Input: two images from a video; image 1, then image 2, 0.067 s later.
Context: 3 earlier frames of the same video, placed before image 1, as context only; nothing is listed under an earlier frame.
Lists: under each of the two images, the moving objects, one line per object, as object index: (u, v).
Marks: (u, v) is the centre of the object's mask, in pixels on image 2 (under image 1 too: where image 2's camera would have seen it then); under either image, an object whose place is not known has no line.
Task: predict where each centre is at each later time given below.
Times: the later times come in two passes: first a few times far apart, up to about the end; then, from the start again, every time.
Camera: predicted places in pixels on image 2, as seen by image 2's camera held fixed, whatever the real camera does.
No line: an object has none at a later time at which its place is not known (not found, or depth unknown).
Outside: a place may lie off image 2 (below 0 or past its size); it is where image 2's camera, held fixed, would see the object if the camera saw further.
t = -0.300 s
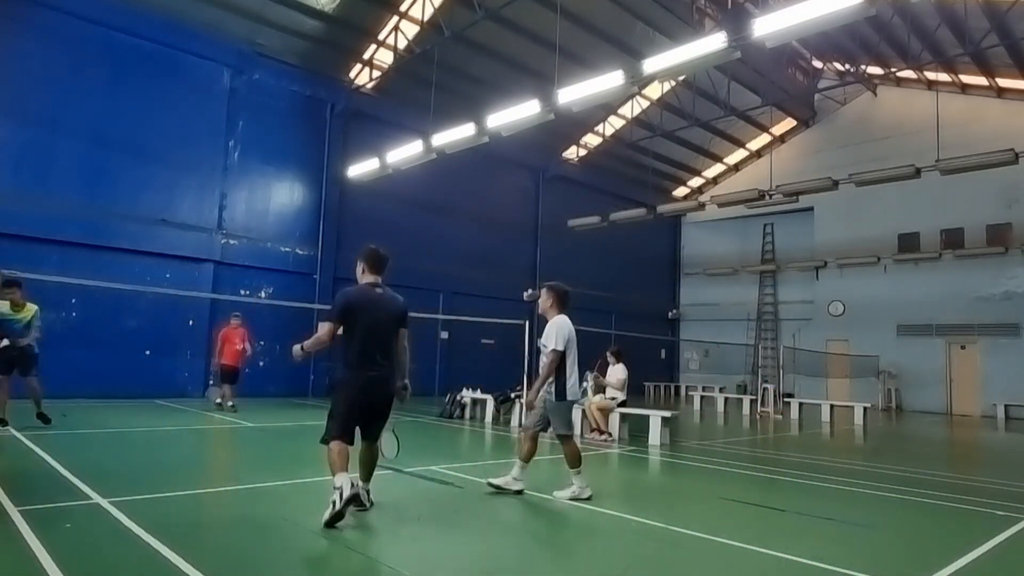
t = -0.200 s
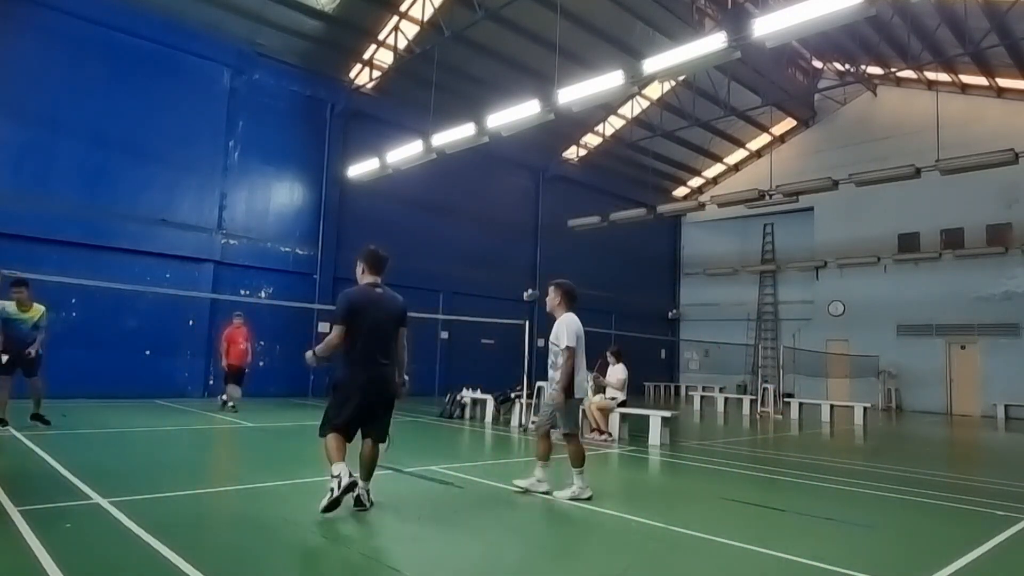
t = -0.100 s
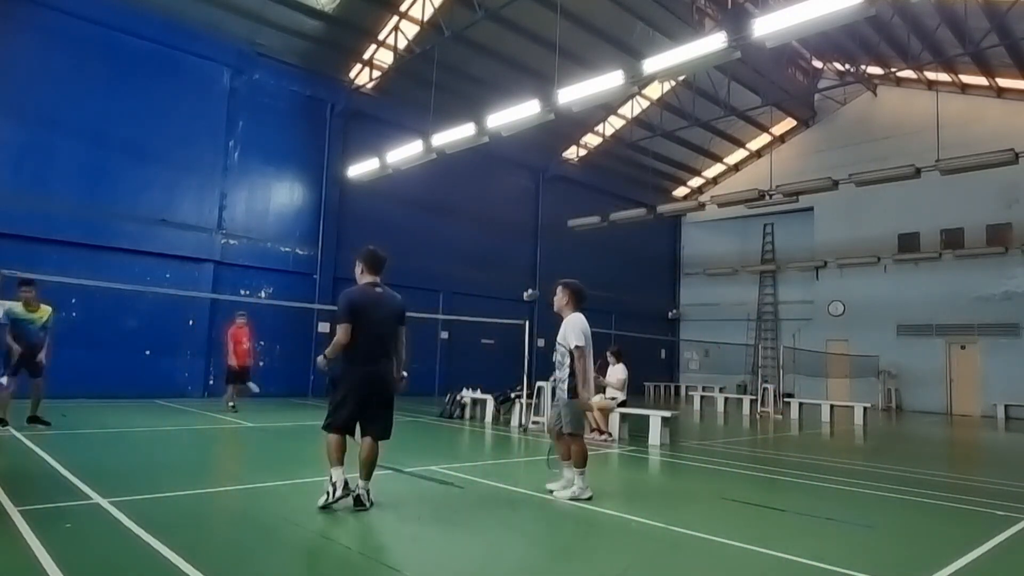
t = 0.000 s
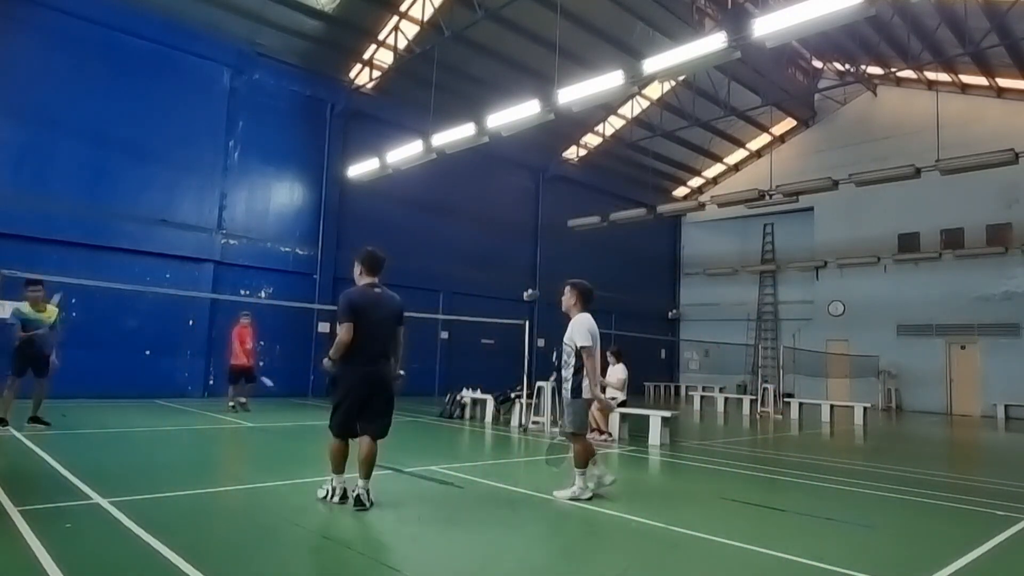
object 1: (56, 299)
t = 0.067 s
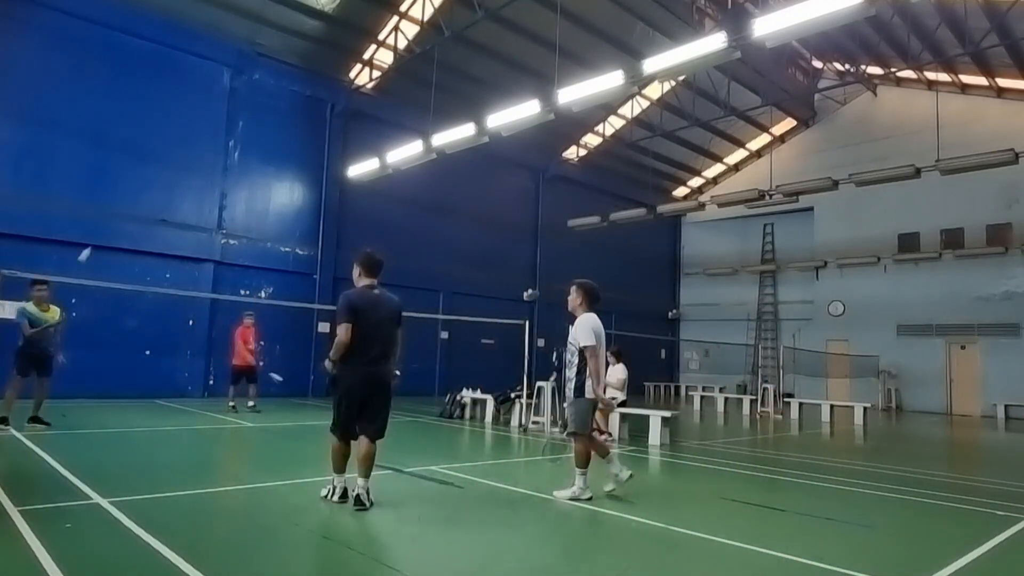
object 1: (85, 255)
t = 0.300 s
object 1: (171, 148)
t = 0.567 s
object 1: (250, 103)
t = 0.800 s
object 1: (311, 126)
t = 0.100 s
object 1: (98, 234)
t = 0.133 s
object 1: (112, 215)
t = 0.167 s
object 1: (124, 200)
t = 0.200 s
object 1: (137, 185)
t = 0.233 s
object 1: (149, 171)
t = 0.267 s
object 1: (160, 159)
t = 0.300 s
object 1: (171, 148)
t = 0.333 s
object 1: (181, 138)
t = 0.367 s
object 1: (192, 129)
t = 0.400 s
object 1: (202, 122)
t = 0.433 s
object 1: (212, 116)
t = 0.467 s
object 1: (222, 111)
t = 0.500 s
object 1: (232, 107)
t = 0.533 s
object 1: (241, 105)
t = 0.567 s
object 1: (250, 103)
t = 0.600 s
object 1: (259, 103)
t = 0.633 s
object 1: (268, 103)
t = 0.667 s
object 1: (277, 105)
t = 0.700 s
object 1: (286, 109)
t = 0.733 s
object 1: (295, 113)
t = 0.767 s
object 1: (303, 119)
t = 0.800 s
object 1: (311, 126)
